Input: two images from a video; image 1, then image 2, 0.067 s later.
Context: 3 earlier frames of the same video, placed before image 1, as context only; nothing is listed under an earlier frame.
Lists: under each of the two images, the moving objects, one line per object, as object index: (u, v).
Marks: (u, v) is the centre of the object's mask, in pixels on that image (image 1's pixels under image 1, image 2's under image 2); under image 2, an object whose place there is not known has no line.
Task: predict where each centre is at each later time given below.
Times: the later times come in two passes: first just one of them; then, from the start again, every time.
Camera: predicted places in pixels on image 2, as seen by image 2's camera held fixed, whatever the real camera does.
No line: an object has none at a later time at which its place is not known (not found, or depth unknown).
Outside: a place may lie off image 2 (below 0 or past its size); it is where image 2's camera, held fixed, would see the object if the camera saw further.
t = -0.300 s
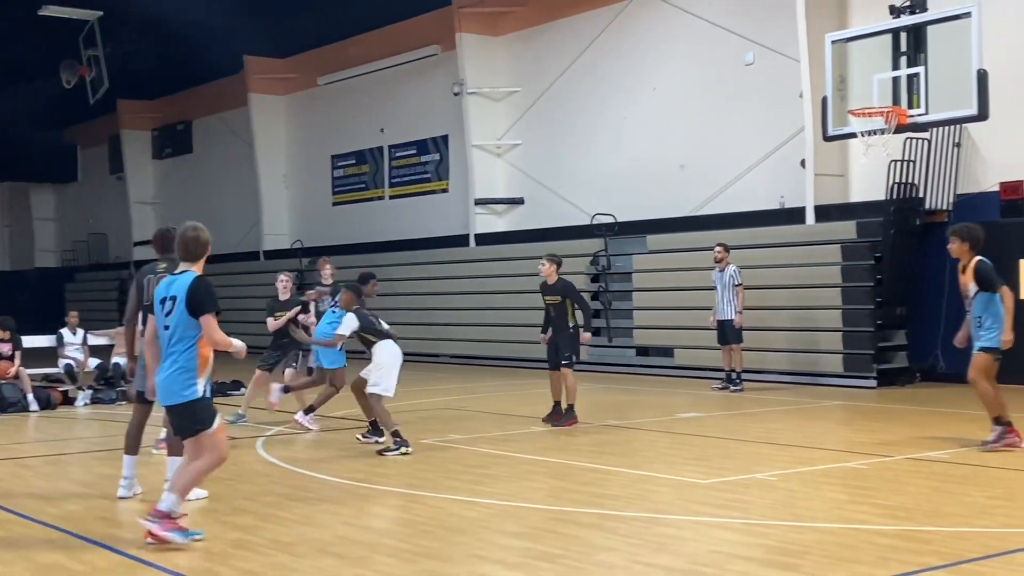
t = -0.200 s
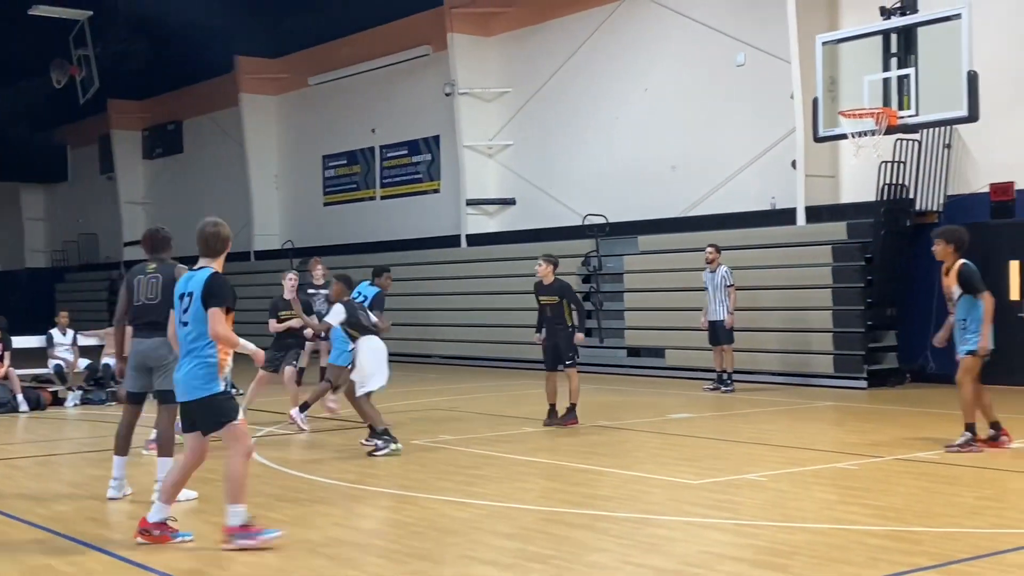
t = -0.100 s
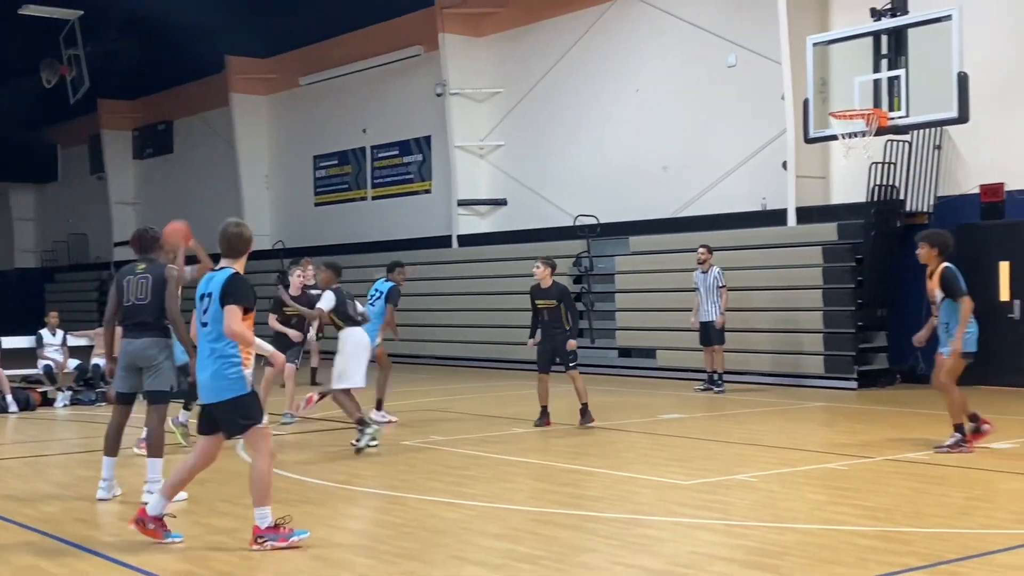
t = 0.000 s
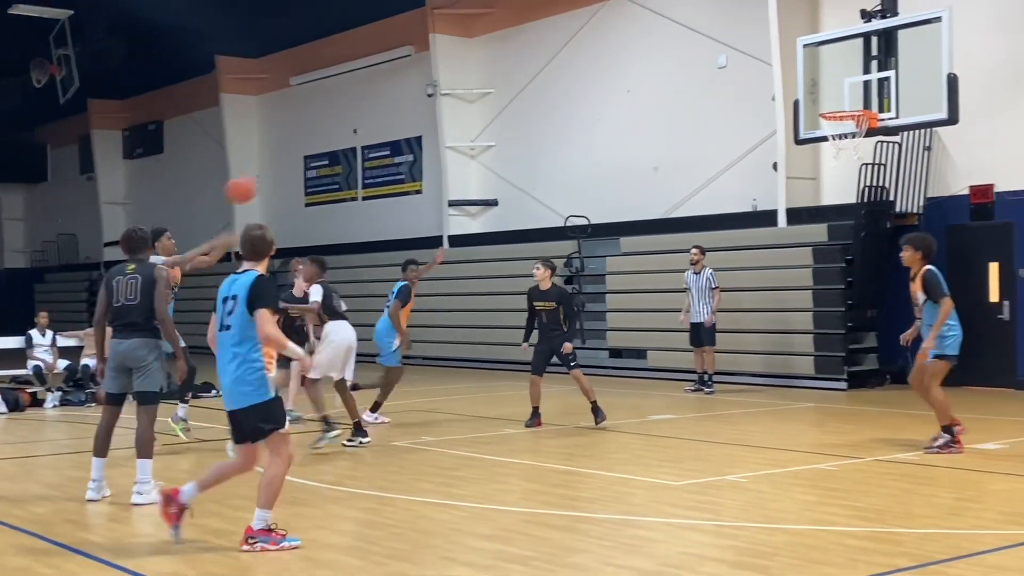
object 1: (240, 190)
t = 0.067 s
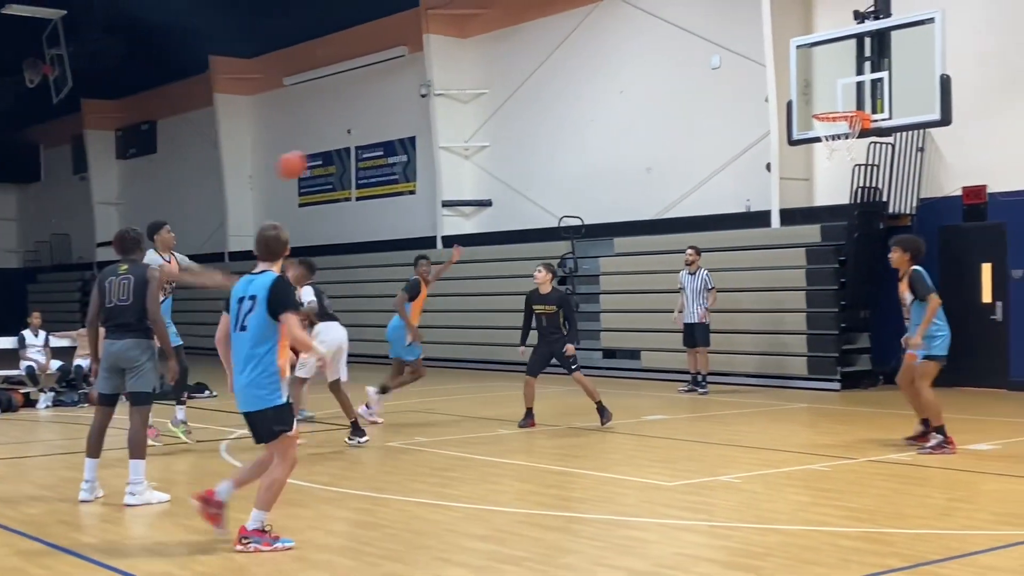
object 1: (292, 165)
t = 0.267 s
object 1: (458, 123)
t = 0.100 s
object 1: (321, 155)
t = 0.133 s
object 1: (348, 146)
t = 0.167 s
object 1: (376, 139)
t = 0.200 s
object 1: (405, 132)
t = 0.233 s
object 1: (431, 127)
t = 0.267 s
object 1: (458, 123)
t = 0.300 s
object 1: (486, 120)
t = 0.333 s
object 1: (513, 119)
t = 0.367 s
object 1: (540, 118)
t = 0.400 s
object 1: (567, 120)
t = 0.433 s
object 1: (594, 122)
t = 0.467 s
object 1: (621, 126)
